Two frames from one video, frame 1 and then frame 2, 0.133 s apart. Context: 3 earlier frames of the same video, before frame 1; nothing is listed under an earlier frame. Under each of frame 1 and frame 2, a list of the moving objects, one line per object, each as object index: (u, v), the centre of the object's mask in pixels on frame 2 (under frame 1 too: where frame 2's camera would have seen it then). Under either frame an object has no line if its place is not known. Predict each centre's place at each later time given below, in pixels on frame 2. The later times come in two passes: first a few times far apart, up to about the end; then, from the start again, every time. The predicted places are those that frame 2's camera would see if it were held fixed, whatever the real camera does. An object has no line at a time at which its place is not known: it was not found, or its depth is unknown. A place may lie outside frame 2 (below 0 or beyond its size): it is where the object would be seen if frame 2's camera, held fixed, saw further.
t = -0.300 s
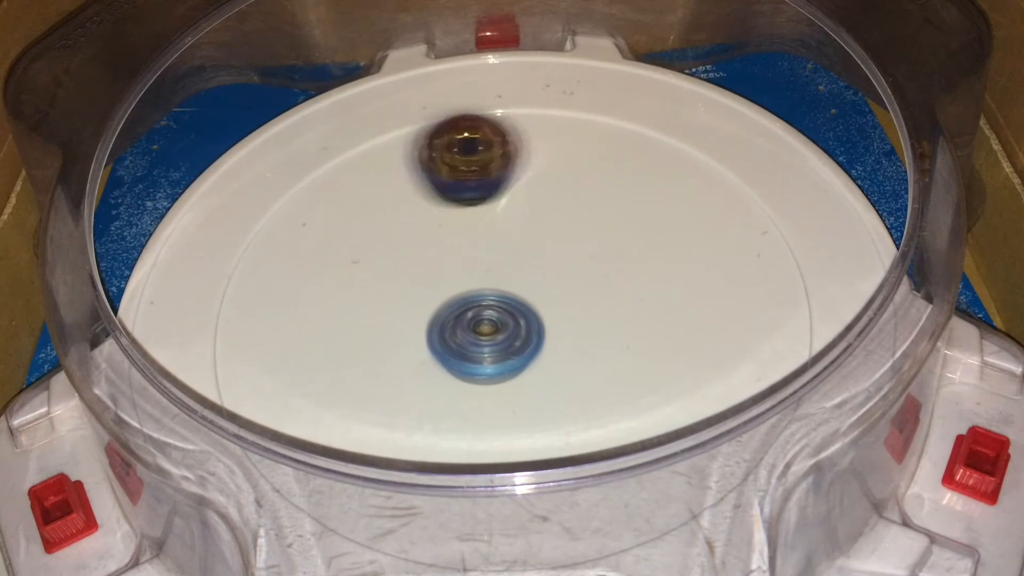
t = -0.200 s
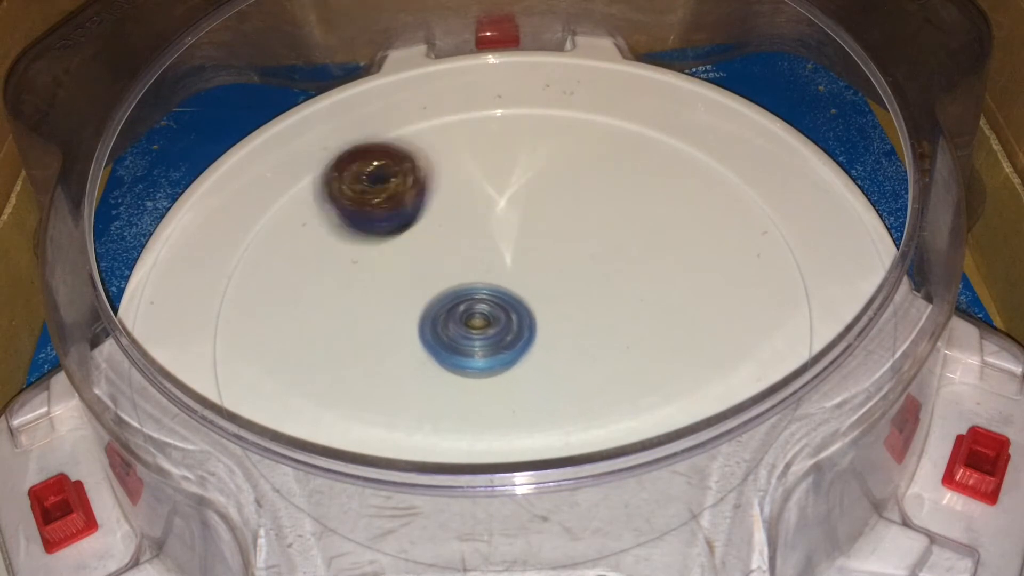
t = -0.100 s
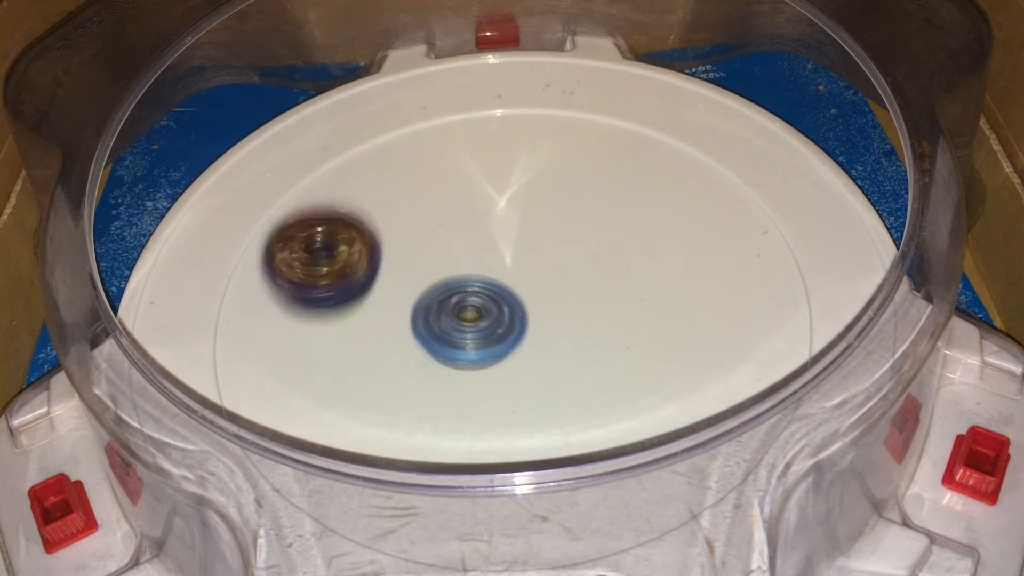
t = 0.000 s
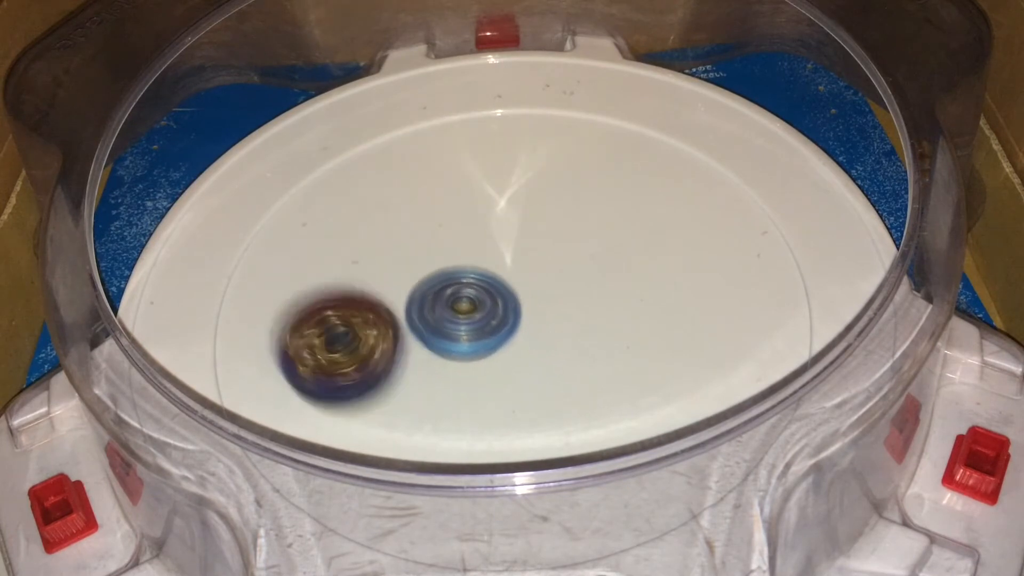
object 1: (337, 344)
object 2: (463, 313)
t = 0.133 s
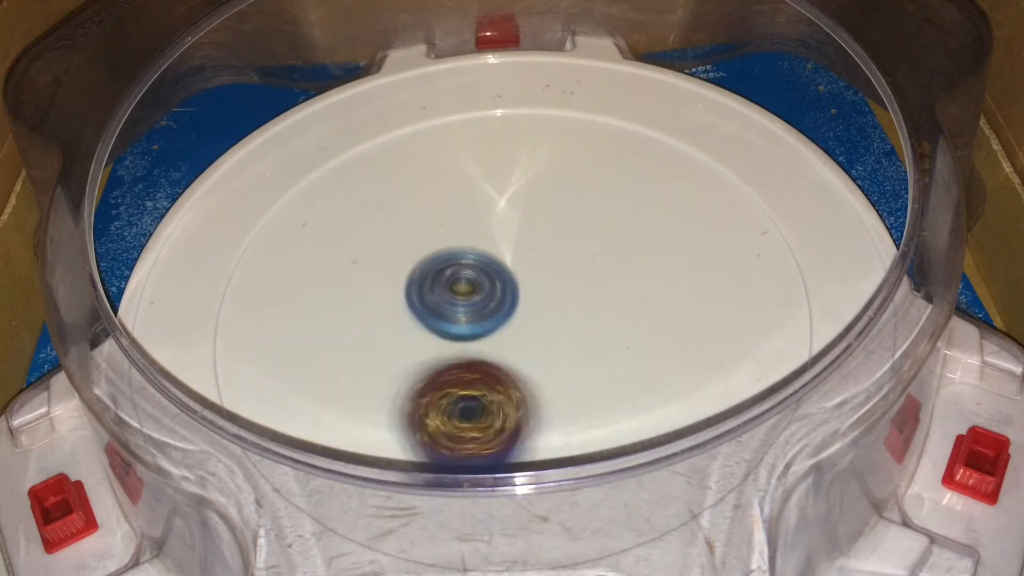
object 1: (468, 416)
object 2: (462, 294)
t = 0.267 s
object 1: (628, 384)
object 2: (460, 280)
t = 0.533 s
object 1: (647, 192)
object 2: (472, 264)
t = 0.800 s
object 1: (412, 181)
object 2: (504, 282)
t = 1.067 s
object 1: (365, 357)
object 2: (564, 312)
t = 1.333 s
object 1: (622, 379)
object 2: (613, 271)
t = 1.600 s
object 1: (716, 296)
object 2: (515, 164)
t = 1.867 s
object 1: (525, 329)
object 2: (442, 209)
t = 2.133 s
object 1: (445, 431)
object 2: (446, 260)
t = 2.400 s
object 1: (502, 411)
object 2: (487, 200)
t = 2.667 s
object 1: (565, 412)
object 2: (498, 80)
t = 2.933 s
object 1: (469, 296)
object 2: (509, 200)
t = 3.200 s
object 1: (291, 316)
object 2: (668, 152)
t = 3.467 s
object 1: (385, 334)
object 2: (656, 227)
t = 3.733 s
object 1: (545, 268)
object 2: (628, 348)
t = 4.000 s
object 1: (657, 195)
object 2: (601, 410)
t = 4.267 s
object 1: (603, 215)
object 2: (523, 403)
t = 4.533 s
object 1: (537, 314)
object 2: (365, 370)
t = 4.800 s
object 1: (581, 340)
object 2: (205, 319)
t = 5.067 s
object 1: (530, 317)
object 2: (351, 289)
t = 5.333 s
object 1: (524, 339)
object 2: (453, 149)
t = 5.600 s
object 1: (530, 312)
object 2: (505, 128)
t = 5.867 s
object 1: (468, 306)
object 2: (603, 224)
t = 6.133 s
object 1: (431, 345)
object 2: (778, 264)
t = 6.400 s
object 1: (493, 316)
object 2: (678, 322)
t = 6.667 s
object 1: (549, 261)
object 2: (477, 414)
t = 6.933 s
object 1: (552, 233)
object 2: (352, 426)
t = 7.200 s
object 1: (523, 278)
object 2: (377, 341)
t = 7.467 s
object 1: (530, 334)
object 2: (444, 189)
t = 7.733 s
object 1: (483, 361)
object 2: (528, 142)
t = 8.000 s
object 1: (450, 335)
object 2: (617, 218)
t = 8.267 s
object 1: (486, 290)
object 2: (661, 354)
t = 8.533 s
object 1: (549, 283)
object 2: (560, 423)
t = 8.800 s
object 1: (590, 312)
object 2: (412, 373)
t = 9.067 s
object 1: (553, 323)
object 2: (367, 253)
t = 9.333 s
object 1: (498, 303)
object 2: (456, 188)
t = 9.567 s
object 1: (485, 265)
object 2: (580, 199)
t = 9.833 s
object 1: (493, 243)
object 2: (663, 288)
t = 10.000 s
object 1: (506, 257)
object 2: (639, 358)
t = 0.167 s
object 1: (510, 416)
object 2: (461, 290)
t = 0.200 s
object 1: (552, 411)
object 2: (460, 286)
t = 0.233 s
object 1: (592, 401)
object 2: (460, 283)
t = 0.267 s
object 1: (628, 384)
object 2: (460, 280)
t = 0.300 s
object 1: (655, 362)
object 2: (461, 277)
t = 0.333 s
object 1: (675, 335)
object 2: (462, 275)
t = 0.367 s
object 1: (688, 308)
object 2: (463, 273)
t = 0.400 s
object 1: (692, 283)
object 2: (465, 271)
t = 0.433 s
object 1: (690, 257)
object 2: (466, 269)
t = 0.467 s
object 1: (682, 231)
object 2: (468, 267)
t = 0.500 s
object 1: (667, 210)
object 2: (470, 266)
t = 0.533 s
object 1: (647, 192)
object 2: (472, 264)
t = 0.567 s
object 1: (622, 176)
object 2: (475, 262)
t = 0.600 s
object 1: (593, 165)
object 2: (477, 261)
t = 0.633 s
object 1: (565, 160)
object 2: (480, 259)
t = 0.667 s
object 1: (532, 158)
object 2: (483, 258)
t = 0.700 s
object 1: (500, 161)
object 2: (487, 257)
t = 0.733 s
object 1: (469, 169)
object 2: (491, 257)
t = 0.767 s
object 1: (440, 174)
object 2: (497, 269)
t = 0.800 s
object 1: (412, 181)
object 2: (504, 282)
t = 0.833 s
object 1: (386, 192)
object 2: (511, 291)
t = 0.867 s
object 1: (362, 210)
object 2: (518, 299)
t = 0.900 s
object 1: (343, 231)
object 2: (525, 304)
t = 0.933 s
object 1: (331, 255)
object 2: (536, 308)
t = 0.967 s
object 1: (327, 281)
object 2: (545, 310)
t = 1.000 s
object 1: (331, 308)
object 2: (552, 311)
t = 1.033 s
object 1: (343, 334)
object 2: (558, 312)
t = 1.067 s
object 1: (365, 357)
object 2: (564, 312)
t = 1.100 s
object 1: (393, 377)
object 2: (569, 312)
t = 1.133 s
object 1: (427, 391)
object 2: (574, 312)
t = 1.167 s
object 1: (464, 398)
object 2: (578, 311)
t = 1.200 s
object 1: (505, 399)
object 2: (582, 309)
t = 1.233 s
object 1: (543, 396)
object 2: (588, 305)
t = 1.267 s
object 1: (570, 394)
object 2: (598, 293)
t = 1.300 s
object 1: (596, 389)
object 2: (607, 281)
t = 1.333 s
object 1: (622, 379)
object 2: (613, 271)
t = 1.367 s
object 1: (646, 365)
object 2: (615, 265)
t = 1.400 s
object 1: (665, 346)
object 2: (613, 260)
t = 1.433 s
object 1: (678, 332)
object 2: (607, 252)
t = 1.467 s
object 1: (698, 330)
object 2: (587, 222)
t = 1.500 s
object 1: (713, 325)
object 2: (567, 198)
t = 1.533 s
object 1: (723, 315)
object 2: (548, 180)
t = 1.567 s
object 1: (724, 305)
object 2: (531, 169)
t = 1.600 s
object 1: (716, 296)
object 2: (515, 164)
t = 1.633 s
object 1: (702, 290)
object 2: (500, 164)
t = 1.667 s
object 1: (681, 286)
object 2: (489, 165)
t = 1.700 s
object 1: (655, 287)
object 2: (478, 168)
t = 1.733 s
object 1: (628, 291)
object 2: (470, 173)
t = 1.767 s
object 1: (601, 297)
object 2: (462, 180)
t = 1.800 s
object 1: (575, 306)
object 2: (454, 189)
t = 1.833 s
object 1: (549, 317)
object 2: (447, 199)
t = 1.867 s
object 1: (525, 329)
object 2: (442, 209)
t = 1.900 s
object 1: (503, 342)
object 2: (439, 218)
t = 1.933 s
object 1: (483, 356)
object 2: (436, 227)
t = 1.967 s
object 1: (466, 371)
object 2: (436, 234)
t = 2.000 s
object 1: (452, 386)
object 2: (436, 240)
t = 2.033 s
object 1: (442, 402)
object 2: (437, 245)
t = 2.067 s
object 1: (437, 417)
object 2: (440, 250)
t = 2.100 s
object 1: (438, 426)
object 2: (442, 255)
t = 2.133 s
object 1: (445, 431)
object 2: (446, 260)
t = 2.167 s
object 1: (460, 434)
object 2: (449, 264)
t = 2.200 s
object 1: (478, 432)
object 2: (453, 269)
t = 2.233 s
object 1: (493, 427)
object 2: (458, 274)
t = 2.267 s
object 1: (505, 417)
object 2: (462, 278)
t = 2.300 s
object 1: (509, 400)
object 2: (467, 282)
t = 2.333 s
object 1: (509, 382)
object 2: (472, 285)
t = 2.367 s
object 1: (504, 391)
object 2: (480, 253)
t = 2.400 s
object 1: (502, 411)
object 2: (487, 200)
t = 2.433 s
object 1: (504, 422)
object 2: (494, 157)
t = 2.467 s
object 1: (510, 430)
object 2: (499, 122)
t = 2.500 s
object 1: (519, 435)
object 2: (501, 95)
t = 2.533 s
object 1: (533, 449)
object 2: (501, 77)
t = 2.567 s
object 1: (545, 435)
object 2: (501, 75)
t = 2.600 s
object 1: (556, 430)
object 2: (500, 76)
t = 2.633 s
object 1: (564, 422)
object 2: (499, 77)
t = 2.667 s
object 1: (565, 412)
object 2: (498, 80)
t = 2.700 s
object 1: (560, 397)
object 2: (497, 90)
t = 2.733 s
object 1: (551, 380)
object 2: (496, 103)
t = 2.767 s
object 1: (541, 365)
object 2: (495, 118)
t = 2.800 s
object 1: (528, 350)
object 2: (495, 133)
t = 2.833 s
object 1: (515, 336)
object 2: (497, 149)
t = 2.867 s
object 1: (500, 321)
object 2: (500, 167)
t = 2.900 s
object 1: (484, 308)
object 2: (504, 184)
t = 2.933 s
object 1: (469, 296)
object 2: (509, 200)
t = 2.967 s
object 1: (439, 292)
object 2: (529, 203)
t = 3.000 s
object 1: (403, 300)
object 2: (568, 187)
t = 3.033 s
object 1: (379, 302)
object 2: (598, 174)
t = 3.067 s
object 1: (358, 304)
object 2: (624, 162)
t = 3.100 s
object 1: (338, 306)
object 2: (642, 156)
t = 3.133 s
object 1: (321, 309)
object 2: (653, 152)
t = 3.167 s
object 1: (305, 312)
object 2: (663, 151)
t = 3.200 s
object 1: (291, 316)
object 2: (668, 152)
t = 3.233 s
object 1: (281, 323)
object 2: (670, 155)
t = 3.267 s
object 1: (279, 331)
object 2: (670, 160)
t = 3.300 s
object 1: (286, 338)
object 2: (668, 168)
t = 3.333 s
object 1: (300, 343)
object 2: (667, 177)
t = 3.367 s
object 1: (318, 345)
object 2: (665, 188)
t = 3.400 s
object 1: (341, 343)
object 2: (662, 200)
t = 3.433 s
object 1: (364, 339)
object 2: (659, 214)
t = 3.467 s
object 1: (385, 334)
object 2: (656, 227)
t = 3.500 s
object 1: (407, 329)
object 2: (653, 242)
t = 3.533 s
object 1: (430, 322)
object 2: (649, 258)
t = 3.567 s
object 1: (450, 313)
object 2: (646, 273)
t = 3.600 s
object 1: (469, 305)
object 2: (642, 289)
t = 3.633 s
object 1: (488, 295)
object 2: (638, 304)
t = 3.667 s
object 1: (508, 286)
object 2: (634, 319)
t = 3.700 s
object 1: (526, 277)
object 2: (631, 334)
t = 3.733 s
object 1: (545, 268)
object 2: (628, 348)
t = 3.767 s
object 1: (563, 259)
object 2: (624, 362)
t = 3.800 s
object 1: (580, 250)
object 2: (622, 375)
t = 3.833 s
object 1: (596, 240)
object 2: (620, 386)
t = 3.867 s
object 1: (611, 231)
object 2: (618, 395)
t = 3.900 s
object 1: (626, 221)
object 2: (615, 400)
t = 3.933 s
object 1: (637, 212)
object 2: (611, 405)
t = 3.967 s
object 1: (648, 204)
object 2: (606, 408)
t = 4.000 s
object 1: (657, 195)
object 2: (601, 410)
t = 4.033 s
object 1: (661, 186)
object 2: (594, 411)
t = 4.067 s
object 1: (662, 180)
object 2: (588, 411)
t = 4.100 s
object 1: (657, 177)
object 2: (581, 410)
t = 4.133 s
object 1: (650, 177)
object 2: (572, 409)
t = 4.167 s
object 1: (639, 182)
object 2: (561, 408)
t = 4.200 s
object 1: (627, 191)
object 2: (550, 407)
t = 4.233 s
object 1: (615, 202)
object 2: (537, 405)
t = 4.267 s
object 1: (603, 215)
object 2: (523, 403)
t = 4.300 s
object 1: (591, 228)
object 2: (508, 399)
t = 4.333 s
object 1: (581, 242)
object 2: (493, 396)
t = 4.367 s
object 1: (570, 255)
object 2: (477, 392)
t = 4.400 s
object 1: (559, 269)
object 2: (461, 387)
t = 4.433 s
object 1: (548, 284)
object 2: (448, 382)
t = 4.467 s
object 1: (537, 297)
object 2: (434, 376)
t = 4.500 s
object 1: (525, 311)
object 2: (422, 370)
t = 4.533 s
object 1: (537, 314)
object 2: (365, 370)
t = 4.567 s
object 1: (550, 316)
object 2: (310, 371)
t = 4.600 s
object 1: (556, 323)
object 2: (264, 368)
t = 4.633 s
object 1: (563, 330)
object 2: (230, 359)
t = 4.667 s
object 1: (569, 335)
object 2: (216, 352)
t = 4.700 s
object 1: (575, 338)
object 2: (207, 343)
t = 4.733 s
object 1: (578, 339)
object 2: (203, 335)
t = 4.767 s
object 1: (580, 340)
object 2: (203, 327)
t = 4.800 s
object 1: (581, 340)
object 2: (205, 319)
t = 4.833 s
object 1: (580, 338)
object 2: (209, 312)
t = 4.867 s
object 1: (578, 336)
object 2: (217, 307)
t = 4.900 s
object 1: (575, 333)
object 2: (228, 303)
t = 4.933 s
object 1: (569, 330)
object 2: (247, 301)
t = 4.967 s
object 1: (562, 326)
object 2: (273, 299)
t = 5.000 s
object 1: (551, 322)
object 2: (297, 297)
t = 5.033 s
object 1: (542, 320)
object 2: (323, 293)
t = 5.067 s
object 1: (530, 317)
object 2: (351, 289)
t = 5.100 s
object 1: (517, 316)
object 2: (377, 284)
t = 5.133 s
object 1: (506, 316)
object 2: (405, 277)
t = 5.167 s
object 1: (507, 322)
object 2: (414, 257)
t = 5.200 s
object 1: (510, 329)
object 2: (421, 234)
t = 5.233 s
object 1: (513, 332)
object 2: (430, 212)
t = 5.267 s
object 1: (517, 336)
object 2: (438, 190)
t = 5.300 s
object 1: (520, 337)
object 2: (446, 169)
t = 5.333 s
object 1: (524, 339)
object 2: (453, 149)
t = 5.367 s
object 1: (528, 338)
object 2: (459, 131)
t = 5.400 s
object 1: (530, 337)
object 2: (466, 117)
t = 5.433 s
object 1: (533, 334)
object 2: (472, 104)
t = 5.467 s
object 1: (534, 331)
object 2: (479, 98)
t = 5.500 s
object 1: (535, 327)
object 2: (486, 102)
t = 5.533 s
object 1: (534, 323)
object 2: (494, 108)
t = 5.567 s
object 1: (533, 317)
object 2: (499, 117)
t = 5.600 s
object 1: (530, 312)
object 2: (505, 128)
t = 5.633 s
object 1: (527, 307)
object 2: (510, 141)
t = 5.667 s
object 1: (522, 302)
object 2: (514, 155)
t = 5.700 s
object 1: (516, 298)
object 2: (520, 170)
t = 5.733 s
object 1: (509, 293)
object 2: (527, 186)
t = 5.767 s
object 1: (503, 291)
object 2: (537, 200)
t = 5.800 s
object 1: (492, 289)
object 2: (553, 213)
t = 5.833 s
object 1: (477, 298)
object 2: (577, 220)
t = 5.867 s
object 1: (468, 306)
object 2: (603, 224)
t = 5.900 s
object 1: (462, 312)
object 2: (629, 227)
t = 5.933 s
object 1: (454, 316)
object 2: (655, 232)
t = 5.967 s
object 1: (444, 321)
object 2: (681, 237)
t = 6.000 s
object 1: (436, 326)
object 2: (707, 242)
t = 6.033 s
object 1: (431, 331)
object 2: (729, 247)
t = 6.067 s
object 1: (427, 337)
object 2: (750, 253)
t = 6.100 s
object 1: (427, 342)
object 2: (767, 258)
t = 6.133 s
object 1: (431, 345)
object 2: (778, 264)
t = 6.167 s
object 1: (436, 345)
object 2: (782, 271)
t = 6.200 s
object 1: (444, 346)
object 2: (773, 279)
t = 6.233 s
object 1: (450, 344)
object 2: (762, 287)
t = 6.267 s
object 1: (461, 339)
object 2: (748, 294)
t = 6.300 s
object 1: (469, 335)
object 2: (732, 300)
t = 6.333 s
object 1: (477, 328)
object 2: (716, 307)
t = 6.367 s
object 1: (486, 322)
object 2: (698, 314)
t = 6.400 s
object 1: (493, 316)
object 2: (678, 322)
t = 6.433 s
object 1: (501, 309)
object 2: (656, 332)
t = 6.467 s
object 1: (509, 302)
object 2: (633, 343)
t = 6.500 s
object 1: (516, 294)
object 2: (607, 356)
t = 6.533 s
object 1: (523, 288)
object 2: (582, 369)
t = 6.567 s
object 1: (530, 281)
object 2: (556, 380)
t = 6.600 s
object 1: (537, 274)
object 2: (530, 392)
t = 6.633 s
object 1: (543, 268)
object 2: (503, 403)
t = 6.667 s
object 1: (549, 261)
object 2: (477, 414)
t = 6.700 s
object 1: (554, 255)
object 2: (453, 422)
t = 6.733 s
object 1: (557, 248)
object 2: (431, 427)
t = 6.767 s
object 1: (560, 242)
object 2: (409, 431)
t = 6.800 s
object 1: (561, 237)
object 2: (390, 433)
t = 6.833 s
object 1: (560, 234)
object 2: (374, 433)
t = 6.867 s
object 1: (558, 232)
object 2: (363, 431)
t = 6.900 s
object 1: (556, 232)
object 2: (356, 429)
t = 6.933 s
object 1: (552, 233)
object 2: (352, 426)
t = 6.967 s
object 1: (549, 234)
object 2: (351, 421)
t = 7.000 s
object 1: (544, 238)
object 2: (352, 415)
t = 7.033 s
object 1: (540, 241)
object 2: (353, 408)
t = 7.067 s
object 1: (536, 248)
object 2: (356, 396)
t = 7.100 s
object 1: (531, 255)
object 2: (360, 384)
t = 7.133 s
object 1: (529, 262)
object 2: (364, 371)
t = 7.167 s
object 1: (526, 271)
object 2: (370, 356)
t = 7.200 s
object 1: (523, 278)
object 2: (377, 341)
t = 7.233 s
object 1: (522, 287)
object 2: (384, 323)
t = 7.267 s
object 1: (519, 294)
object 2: (392, 305)
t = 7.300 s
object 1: (518, 302)
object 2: (400, 287)
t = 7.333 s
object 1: (524, 313)
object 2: (405, 264)
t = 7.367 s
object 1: (526, 324)
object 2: (412, 243)
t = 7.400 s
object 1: (526, 329)
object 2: (422, 223)
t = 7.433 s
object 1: (527, 331)
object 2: (433, 206)
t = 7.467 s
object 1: (530, 334)
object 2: (444, 189)
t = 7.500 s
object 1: (528, 341)
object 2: (457, 173)
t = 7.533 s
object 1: (521, 348)
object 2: (468, 160)
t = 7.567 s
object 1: (515, 353)
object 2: (479, 149)
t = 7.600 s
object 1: (511, 357)
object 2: (490, 143)
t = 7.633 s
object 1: (507, 358)
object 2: (501, 140)
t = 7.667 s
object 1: (498, 361)
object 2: (511, 138)
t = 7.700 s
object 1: (489, 362)
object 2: (520, 139)
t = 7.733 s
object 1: (483, 361)
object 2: (528, 142)
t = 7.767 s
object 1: (476, 360)
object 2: (539, 147)
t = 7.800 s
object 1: (468, 358)
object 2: (549, 152)
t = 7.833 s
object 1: (462, 355)
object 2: (559, 159)
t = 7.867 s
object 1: (457, 353)
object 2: (570, 169)
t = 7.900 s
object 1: (452, 348)
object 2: (581, 180)
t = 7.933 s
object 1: (451, 343)
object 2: (594, 192)
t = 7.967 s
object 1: (450, 340)
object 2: (606, 204)
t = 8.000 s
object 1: (450, 335)
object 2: (617, 218)
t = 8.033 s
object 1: (451, 327)
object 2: (627, 235)
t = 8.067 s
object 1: (454, 321)
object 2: (639, 252)
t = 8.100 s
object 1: (456, 316)
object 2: (649, 267)
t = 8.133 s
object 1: (459, 310)
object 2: (655, 285)
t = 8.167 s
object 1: (464, 304)
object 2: (660, 304)
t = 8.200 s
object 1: (470, 298)
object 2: (664, 320)
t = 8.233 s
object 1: (479, 293)
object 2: (664, 337)
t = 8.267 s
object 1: (486, 290)
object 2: (661, 354)
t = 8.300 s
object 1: (492, 287)
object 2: (656, 369)
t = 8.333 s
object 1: (499, 284)
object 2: (648, 383)
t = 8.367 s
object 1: (507, 281)
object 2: (638, 394)
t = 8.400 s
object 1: (517, 280)
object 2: (625, 403)
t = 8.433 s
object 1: (527, 280)
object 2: (612, 410)
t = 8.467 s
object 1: (535, 280)
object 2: (596, 416)
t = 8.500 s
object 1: (542, 282)
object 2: (579, 420)
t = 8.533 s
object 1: (549, 283)
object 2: (560, 423)
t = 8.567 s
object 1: (557, 286)
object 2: (541, 423)
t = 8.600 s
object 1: (565, 289)
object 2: (523, 423)
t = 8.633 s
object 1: (572, 293)
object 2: (501, 420)
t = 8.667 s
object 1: (576, 297)
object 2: (482, 415)
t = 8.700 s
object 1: (582, 301)
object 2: (464, 407)
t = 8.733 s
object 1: (586, 305)
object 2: (443, 398)
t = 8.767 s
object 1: (588, 309)
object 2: (427, 386)
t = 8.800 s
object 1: (590, 312)
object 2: (412, 373)
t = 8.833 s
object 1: (590, 315)
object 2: (397, 359)
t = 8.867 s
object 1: (587, 317)
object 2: (386, 345)
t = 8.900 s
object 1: (586, 318)
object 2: (378, 329)
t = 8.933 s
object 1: (582, 320)
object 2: (370, 312)
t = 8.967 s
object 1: (575, 322)
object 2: (366, 297)
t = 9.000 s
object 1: (570, 322)
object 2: (365, 282)
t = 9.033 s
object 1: (563, 323)
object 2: (365, 266)
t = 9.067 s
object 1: (553, 323)
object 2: (367, 253)
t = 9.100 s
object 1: (544, 322)
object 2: (374, 241)
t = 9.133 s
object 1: (537, 322)
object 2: (381, 228)
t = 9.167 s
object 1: (530, 321)
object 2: (390, 218)
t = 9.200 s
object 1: (523, 318)
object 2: (401, 210)
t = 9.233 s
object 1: (516, 315)
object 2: (412, 202)
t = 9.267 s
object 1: (508, 312)
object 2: (426, 197)
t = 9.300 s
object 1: (502, 307)
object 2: (441, 192)
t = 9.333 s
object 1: (498, 303)
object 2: (456, 188)
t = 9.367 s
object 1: (494, 299)
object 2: (473, 186)
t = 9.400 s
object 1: (490, 293)
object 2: (491, 184)
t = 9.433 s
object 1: (488, 287)
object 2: (508, 184)
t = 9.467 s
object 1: (486, 282)
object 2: (527, 186)
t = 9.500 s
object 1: (485, 276)
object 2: (544, 189)
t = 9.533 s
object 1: (485, 270)
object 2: (561, 193)
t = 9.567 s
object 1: (485, 265)
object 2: (580, 199)
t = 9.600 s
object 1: (486, 260)
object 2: (596, 206)
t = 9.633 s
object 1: (487, 254)
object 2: (610, 214)
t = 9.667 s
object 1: (489, 249)
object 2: (624, 224)
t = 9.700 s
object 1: (488, 246)
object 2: (634, 233)
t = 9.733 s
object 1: (489, 243)
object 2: (645, 247)
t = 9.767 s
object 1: (491, 242)
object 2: (655, 260)
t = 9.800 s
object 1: (491, 243)
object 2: (660, 273)
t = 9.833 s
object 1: (493, 243)
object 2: (663, 288)
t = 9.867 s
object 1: (495, 245)
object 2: (664, 302)
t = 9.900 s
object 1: (498, 247)
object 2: (662, 316)
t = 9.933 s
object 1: (499, 250)
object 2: (658, 330)
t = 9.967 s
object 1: (502, 253)
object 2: (650, 344)
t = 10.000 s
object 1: (506, 257)
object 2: (639, 358)
